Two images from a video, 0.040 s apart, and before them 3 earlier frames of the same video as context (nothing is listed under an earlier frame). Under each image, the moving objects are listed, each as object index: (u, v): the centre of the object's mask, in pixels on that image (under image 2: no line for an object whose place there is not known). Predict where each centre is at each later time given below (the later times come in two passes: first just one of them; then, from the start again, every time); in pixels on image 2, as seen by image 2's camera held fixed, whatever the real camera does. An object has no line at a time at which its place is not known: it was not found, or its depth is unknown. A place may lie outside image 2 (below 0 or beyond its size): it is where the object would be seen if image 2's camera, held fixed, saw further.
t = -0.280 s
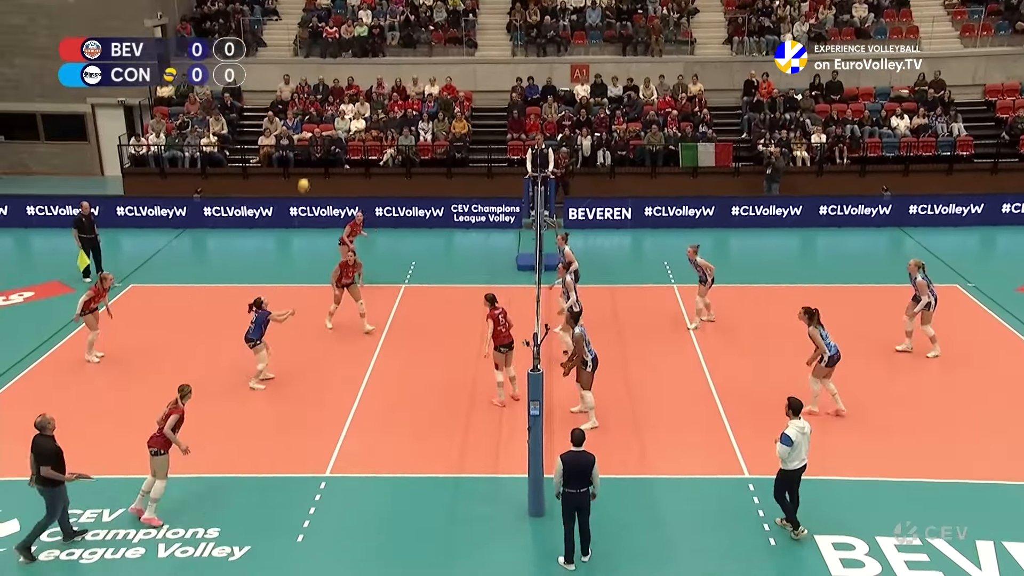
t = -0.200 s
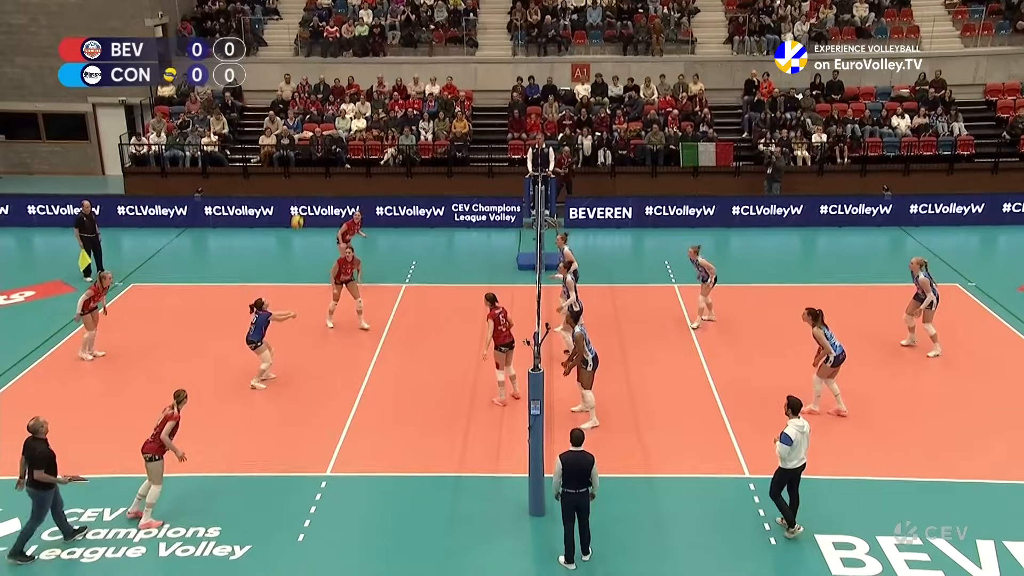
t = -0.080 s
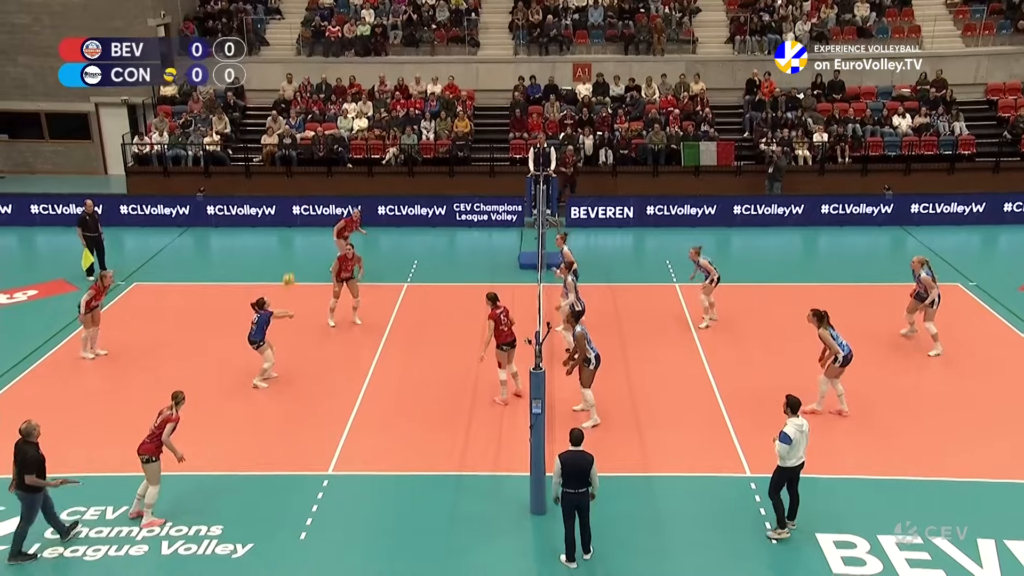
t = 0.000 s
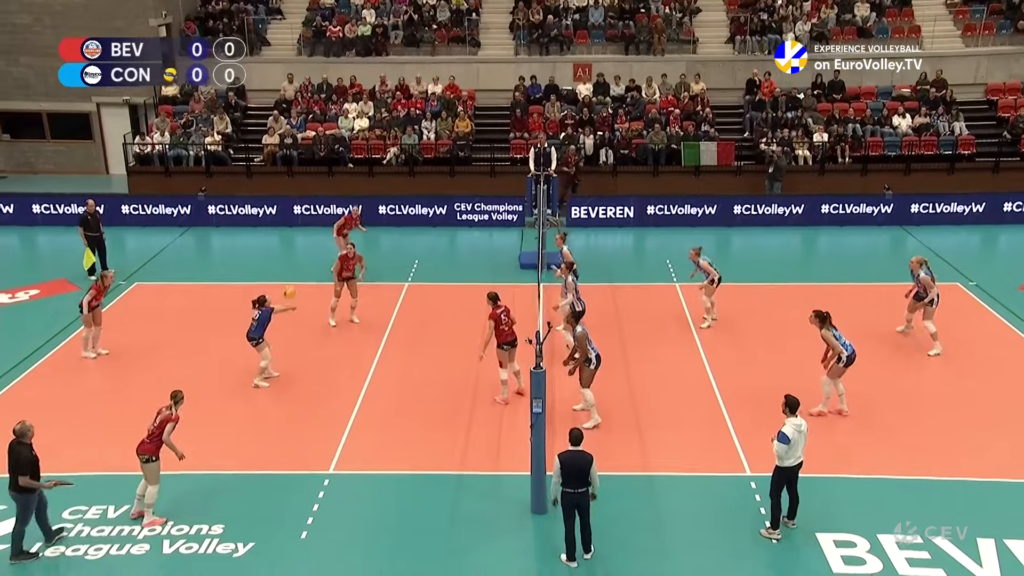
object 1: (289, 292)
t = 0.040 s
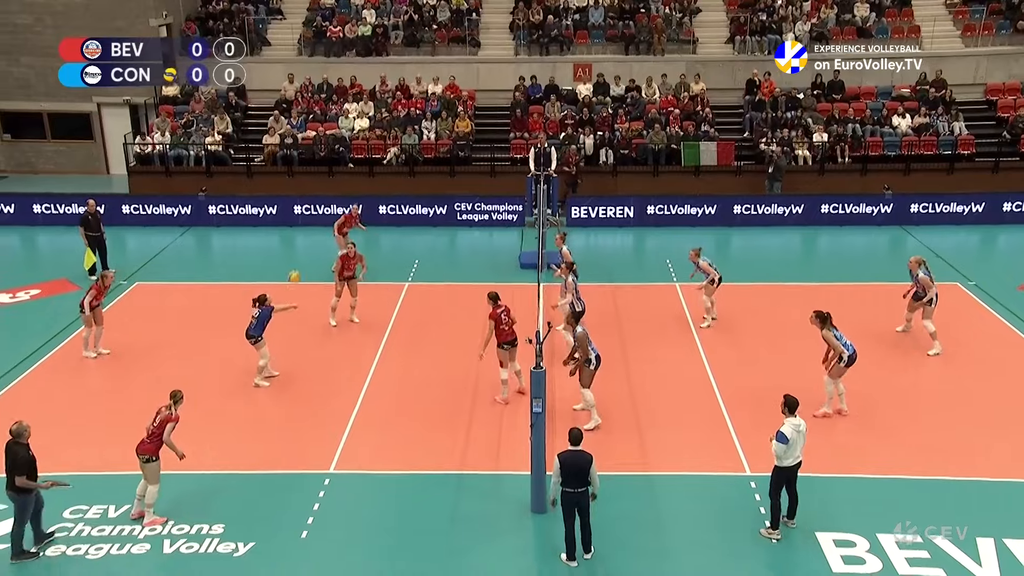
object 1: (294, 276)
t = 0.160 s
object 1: (309, 236)
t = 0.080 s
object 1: (299, 262)
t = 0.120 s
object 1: (304, 249)
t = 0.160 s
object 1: (309, 236)
